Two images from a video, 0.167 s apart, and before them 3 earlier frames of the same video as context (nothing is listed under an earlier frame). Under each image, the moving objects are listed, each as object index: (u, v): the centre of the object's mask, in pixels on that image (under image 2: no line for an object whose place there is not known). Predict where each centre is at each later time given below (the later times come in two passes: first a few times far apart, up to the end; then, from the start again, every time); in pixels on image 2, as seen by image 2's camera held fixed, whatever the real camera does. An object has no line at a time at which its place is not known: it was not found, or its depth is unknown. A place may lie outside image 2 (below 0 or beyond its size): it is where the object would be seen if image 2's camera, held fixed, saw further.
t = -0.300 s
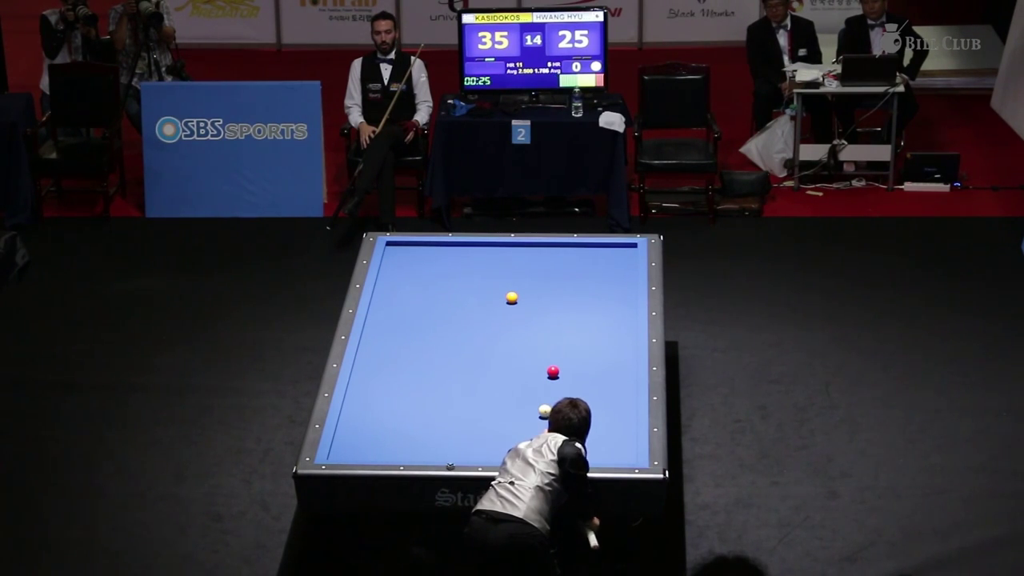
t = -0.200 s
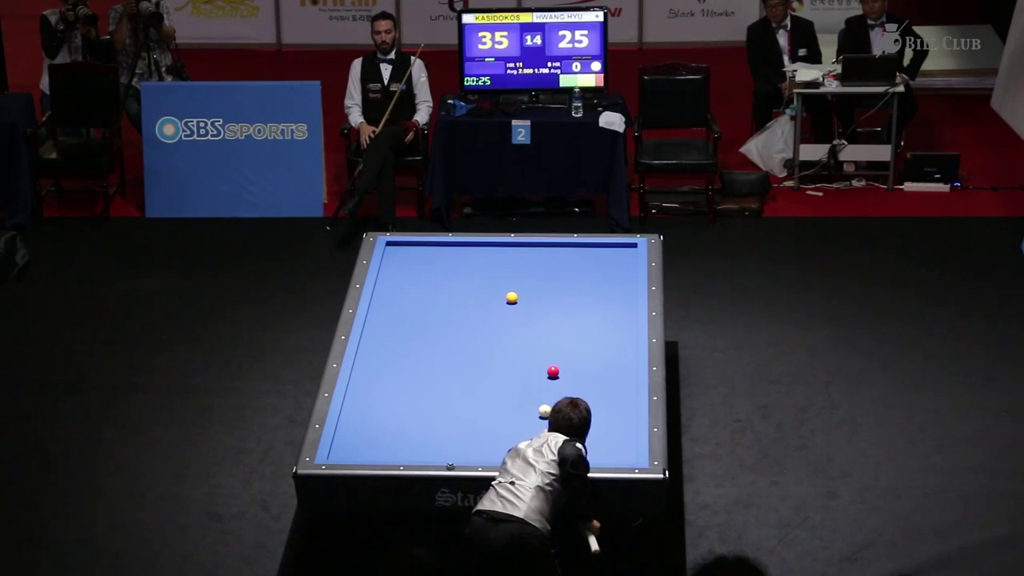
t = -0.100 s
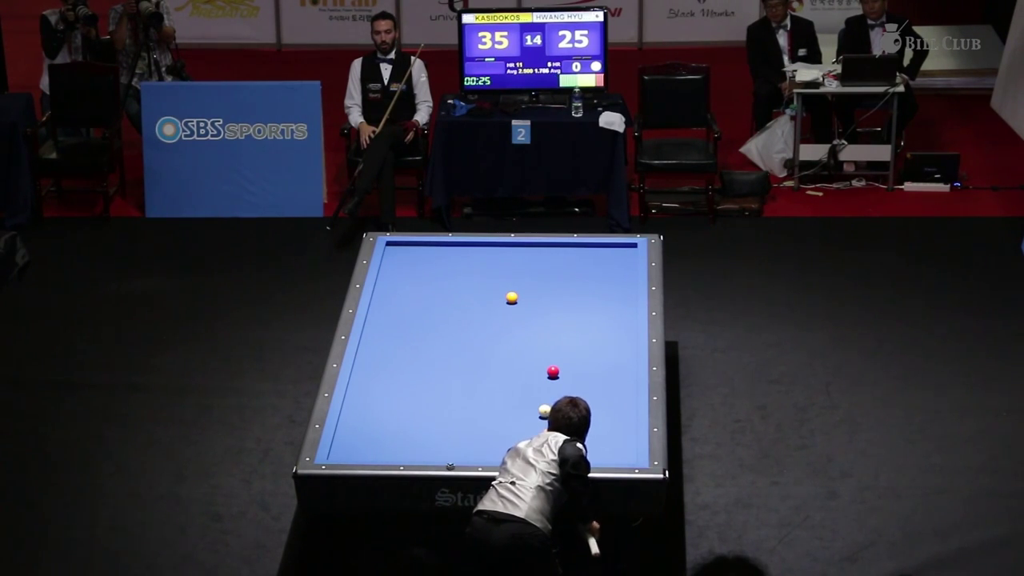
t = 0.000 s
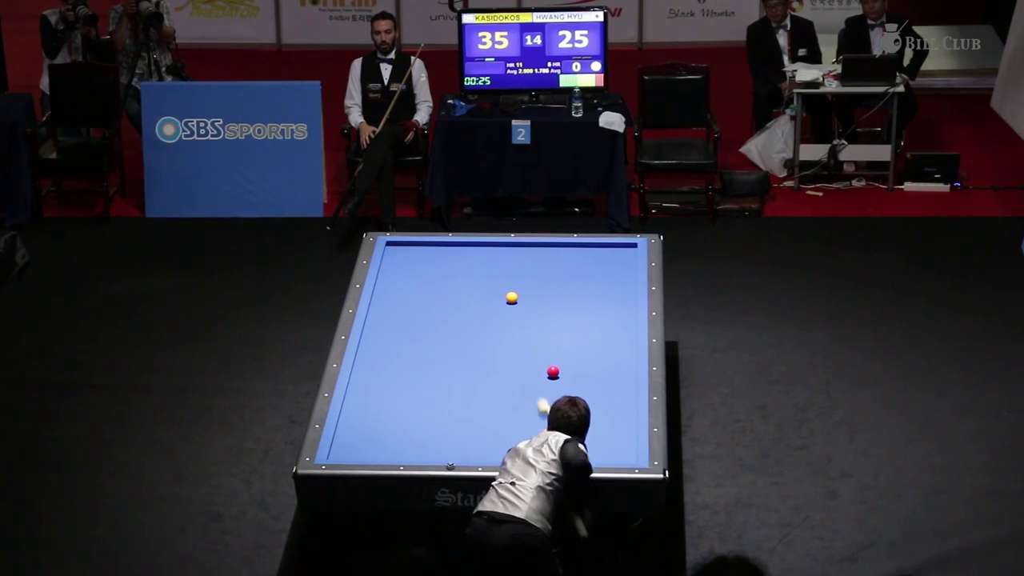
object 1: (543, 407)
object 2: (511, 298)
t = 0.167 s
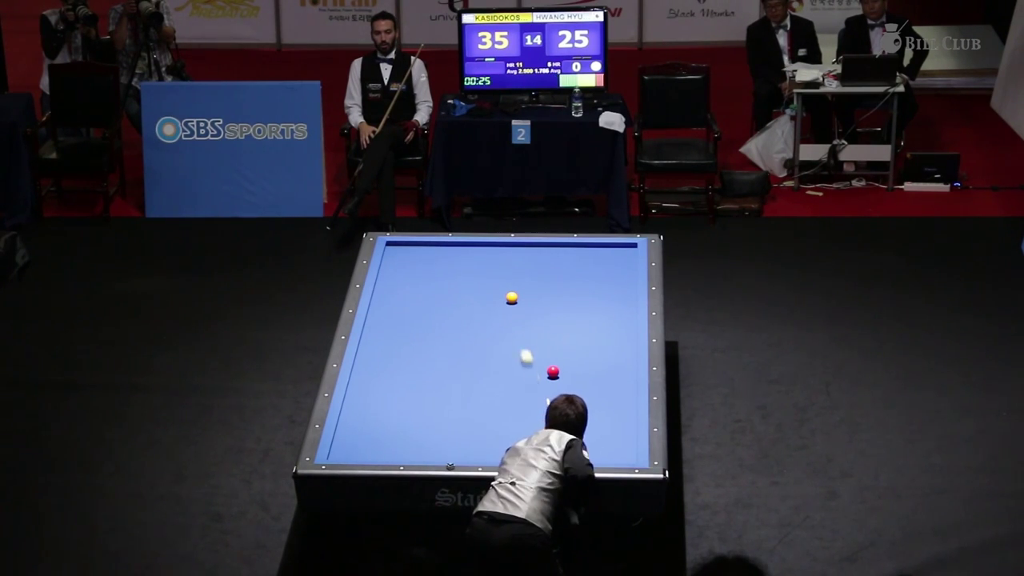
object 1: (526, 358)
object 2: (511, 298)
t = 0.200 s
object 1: (523, 349)
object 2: (511, 298)
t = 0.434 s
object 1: (499, 300)
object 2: (517, 289)
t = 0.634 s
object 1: (459, 291)
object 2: (541, 254)
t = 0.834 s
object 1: (424, 278)
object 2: (550, 260)
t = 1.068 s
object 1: (387, 260)
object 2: (554, 284)
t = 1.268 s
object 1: (415, 244)
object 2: (557, 304)
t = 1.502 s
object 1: (449, 260)
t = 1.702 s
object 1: (477, 271)
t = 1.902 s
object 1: (505, 281)
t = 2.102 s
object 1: (534, 292)
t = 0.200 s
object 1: (523, 349)
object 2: (511, 298)
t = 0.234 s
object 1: (520, 340)
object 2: (511, 298)
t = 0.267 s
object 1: (518, 332)
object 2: (512, 298)
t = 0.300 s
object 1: (515, 323)
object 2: (512, 298)
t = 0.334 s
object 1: (512, 315)
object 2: (512, 298)
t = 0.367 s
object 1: (510, 308)
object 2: (512, 296)
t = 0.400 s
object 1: (506, 302)
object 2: (514, 294)
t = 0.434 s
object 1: (499, 300)
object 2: (517, 289)
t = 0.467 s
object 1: (492, 299)
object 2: (522, 282)
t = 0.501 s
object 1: (485, 298)
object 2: (526, 276)
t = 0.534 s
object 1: (478, 296)
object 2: (530, 270)
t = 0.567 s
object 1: (472, 295)
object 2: (534, 264)
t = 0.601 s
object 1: (465, 293)
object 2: (537, 259)
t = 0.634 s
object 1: (459, 291)
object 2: (541, 254)
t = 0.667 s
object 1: (453, 289)
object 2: (545, 248)
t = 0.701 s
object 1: (447, 287)
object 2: (548, 245)
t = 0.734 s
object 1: (441, 285)
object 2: (549, 248)
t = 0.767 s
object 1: (435, 283)
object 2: (549, 252)
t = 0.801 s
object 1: (429, 280)
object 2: (550, 256)
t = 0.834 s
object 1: (424, 278)
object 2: (550, 260)
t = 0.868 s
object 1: (418, 275)
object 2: (551, 264)
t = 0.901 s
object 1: (413, 273)
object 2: (551, 268)
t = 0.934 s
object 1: (407, 270)
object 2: (552, 271)
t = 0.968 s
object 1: (402, 267)
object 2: (553, 275)
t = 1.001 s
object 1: (397, 265)
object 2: (553, 278)
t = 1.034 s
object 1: (391, 262)
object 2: (554, 281)
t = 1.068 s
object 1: (387, 260)
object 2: (554, 284)
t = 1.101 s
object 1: (391, 256)
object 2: (555, 288)
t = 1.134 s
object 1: (397, 253)
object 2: (556, 291)
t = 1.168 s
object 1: (402, 250)
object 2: (556, 294)
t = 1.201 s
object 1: (407, 247)
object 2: (556, 297)
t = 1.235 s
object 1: (411, 245)
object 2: (557, 300)
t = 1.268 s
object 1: (415, 244)
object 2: (557, 304)
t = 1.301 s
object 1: (420, 247)
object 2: (558, 307)
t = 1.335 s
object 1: (425, 249)
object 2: (559, 311)
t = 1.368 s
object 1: (430, 252)
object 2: (559, 314)
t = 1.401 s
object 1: (435, 254)
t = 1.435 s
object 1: (439, 256)
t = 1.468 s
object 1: (444, 258)
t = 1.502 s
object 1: (449, 260)
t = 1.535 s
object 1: (454, 262)
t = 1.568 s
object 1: (458, 264)
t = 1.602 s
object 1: (463, 265)
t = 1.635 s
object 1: (468, 267)
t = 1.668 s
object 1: (472, 269)
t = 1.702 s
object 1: (477, 271)
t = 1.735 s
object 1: (481, 272)
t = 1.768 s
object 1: (486, 274)
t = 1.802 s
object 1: (491, 276)
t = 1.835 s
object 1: (496, 277)
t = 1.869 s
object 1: (500, 279)
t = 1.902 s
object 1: (505, 281)
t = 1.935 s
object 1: (510, 283)
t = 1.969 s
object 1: (515, 284)
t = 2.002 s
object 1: (519, 286)
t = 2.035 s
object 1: (524, 288)
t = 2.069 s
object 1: (529, 290)
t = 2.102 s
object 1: (534, 292)
